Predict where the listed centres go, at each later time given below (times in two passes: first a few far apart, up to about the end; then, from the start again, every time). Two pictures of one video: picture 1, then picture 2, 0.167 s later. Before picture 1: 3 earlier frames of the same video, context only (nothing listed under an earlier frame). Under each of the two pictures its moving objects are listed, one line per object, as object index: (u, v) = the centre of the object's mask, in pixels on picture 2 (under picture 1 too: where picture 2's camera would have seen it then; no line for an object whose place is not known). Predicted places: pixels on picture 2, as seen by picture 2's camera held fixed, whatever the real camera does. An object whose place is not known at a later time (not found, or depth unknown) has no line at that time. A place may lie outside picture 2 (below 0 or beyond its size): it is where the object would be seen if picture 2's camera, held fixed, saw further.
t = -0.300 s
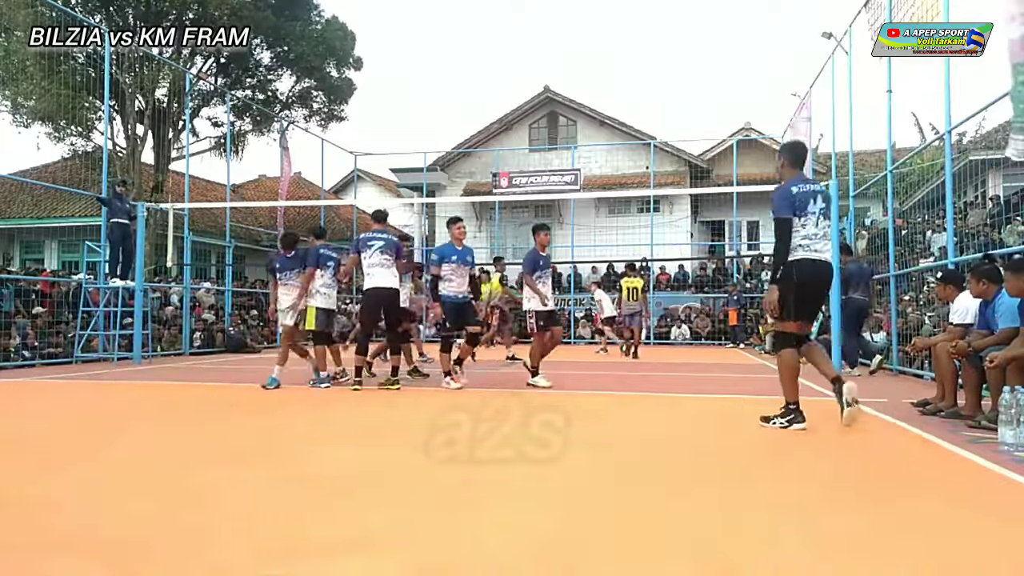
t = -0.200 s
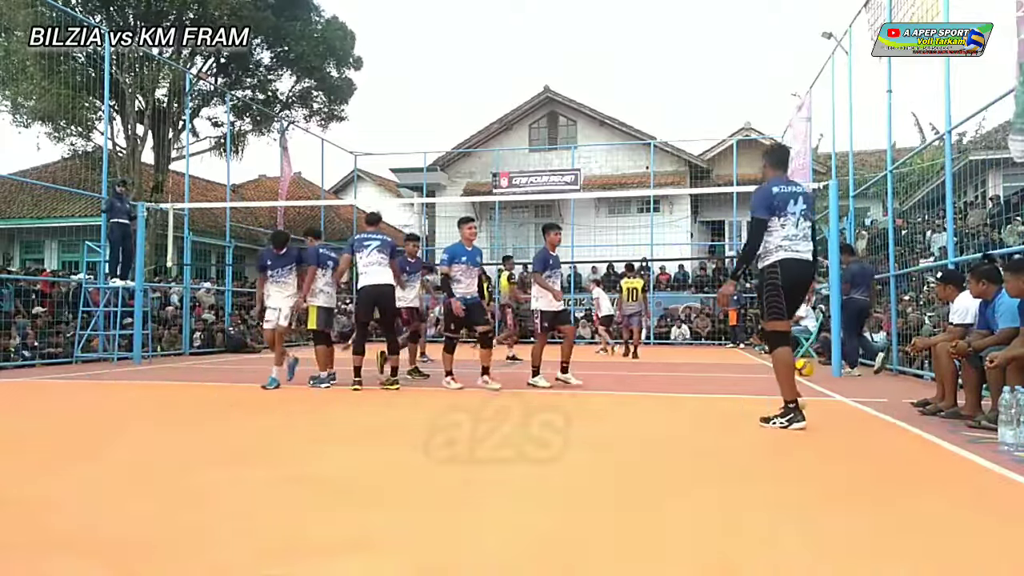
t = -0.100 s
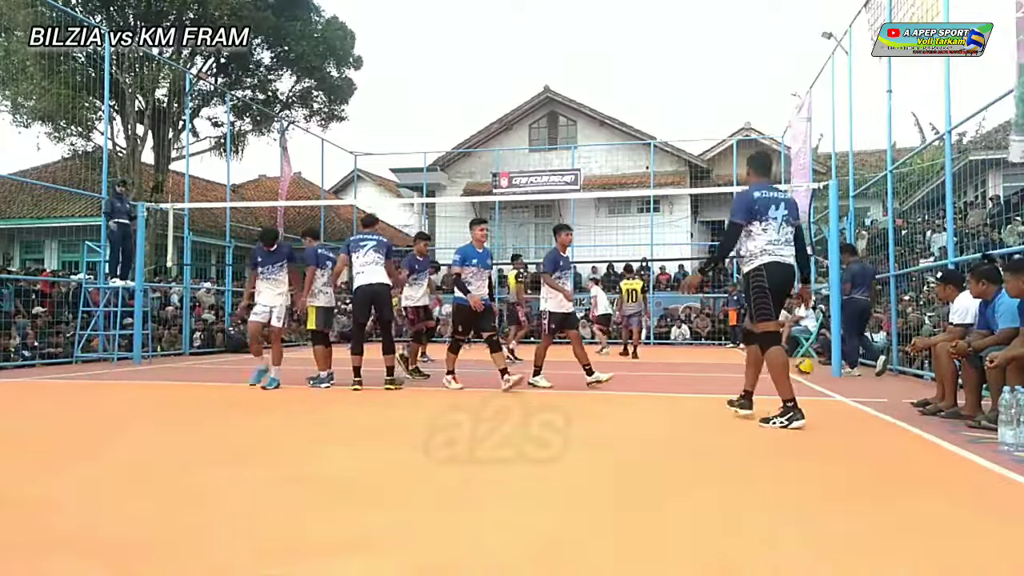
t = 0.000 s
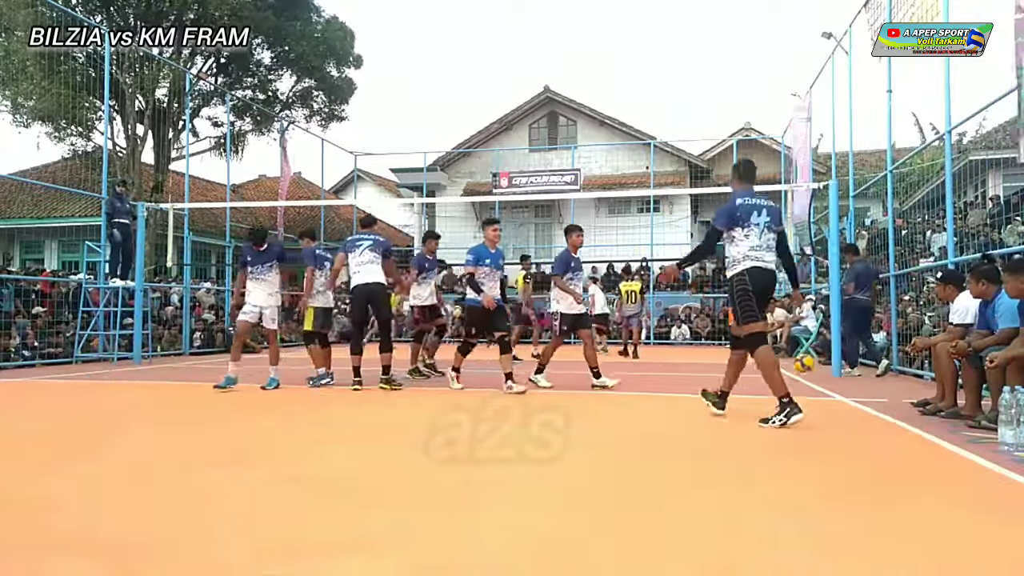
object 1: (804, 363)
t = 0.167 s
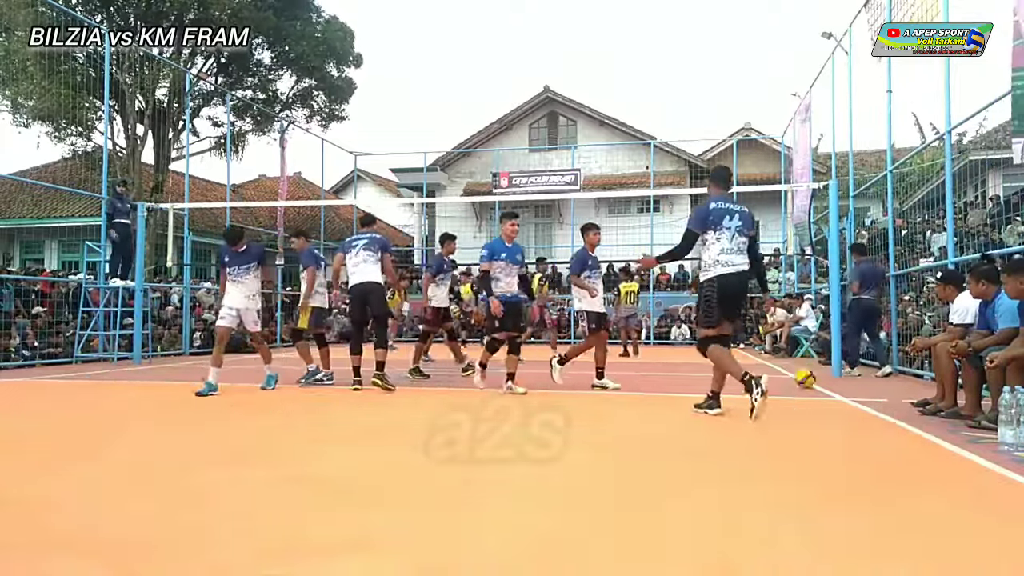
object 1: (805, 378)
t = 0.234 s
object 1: (806, 374)
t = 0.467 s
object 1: (809, 383)
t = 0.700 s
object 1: (813, 387)
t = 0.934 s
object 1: (818, 396)
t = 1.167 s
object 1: (823, 402)
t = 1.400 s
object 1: (830, 413)
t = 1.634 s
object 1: (838, 426)
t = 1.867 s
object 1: (848, 443)
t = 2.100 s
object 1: (861, 463)
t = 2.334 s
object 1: (880, 491)
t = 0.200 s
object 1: (805, 377)
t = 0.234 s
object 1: (806, 374)
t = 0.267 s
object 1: (807, 372)
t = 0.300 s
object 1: (807, 371)
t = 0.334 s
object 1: (807, 371)
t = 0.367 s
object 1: (808, 372)
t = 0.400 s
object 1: (808, 375)
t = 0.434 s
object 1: (808, 379)
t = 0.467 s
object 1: (809, 383)
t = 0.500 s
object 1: (810, 384)
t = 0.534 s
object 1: (810, 382)
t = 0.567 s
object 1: (811, 380)
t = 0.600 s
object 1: (811, 380)
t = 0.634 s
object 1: (811, 381)
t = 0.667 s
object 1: (812, 383)
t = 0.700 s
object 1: (813, 387)
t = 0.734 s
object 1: (813, 392)
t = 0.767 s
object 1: (814, 390)
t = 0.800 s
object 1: (815, 388)
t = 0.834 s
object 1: (815, 388)
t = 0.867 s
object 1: (816, 389)
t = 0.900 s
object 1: (816, 392)
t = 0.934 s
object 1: (818, 396)
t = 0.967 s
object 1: (818, 397)
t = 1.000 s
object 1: (819, 395)
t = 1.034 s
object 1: (820, 395)
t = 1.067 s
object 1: (820, 397)
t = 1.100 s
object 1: (822, 399)
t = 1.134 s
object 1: (822, 404)
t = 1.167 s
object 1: (823, 402)
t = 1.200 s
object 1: (824, 403)
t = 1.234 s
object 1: (824, 404)
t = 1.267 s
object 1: (826, 408)
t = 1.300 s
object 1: (827, 411)
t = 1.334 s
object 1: (828, 410)
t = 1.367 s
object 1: (829, 410)
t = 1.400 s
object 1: (830, 413)
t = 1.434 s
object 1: (831, 416)
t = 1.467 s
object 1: (832, 416)
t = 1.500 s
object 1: (834, 416)
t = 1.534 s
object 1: (835, 420)
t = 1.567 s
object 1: (836, 423)
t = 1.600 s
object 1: (838, 423)
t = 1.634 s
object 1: (838, 426)
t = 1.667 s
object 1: (840, 430)
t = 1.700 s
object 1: (842, 431)
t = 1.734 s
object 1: (843, 432)
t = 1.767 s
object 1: (844, 435)
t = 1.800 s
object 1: (846, 438)
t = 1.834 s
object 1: (846, 439)
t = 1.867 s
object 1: (848, 443)
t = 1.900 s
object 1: (850, 445)
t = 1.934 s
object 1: (851, 448)
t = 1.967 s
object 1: (854, 451)
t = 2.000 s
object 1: (855, 453)
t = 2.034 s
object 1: (857, 457)
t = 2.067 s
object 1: (859, 459)
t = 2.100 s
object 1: (861, 463)
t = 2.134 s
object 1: (864, 466)
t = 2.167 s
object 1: (866, 470)
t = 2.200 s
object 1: (868, 473)
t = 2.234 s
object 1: (871, 478)
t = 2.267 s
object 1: (874, 481)
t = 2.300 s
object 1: (877, 485)
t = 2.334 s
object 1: (880, 491)
